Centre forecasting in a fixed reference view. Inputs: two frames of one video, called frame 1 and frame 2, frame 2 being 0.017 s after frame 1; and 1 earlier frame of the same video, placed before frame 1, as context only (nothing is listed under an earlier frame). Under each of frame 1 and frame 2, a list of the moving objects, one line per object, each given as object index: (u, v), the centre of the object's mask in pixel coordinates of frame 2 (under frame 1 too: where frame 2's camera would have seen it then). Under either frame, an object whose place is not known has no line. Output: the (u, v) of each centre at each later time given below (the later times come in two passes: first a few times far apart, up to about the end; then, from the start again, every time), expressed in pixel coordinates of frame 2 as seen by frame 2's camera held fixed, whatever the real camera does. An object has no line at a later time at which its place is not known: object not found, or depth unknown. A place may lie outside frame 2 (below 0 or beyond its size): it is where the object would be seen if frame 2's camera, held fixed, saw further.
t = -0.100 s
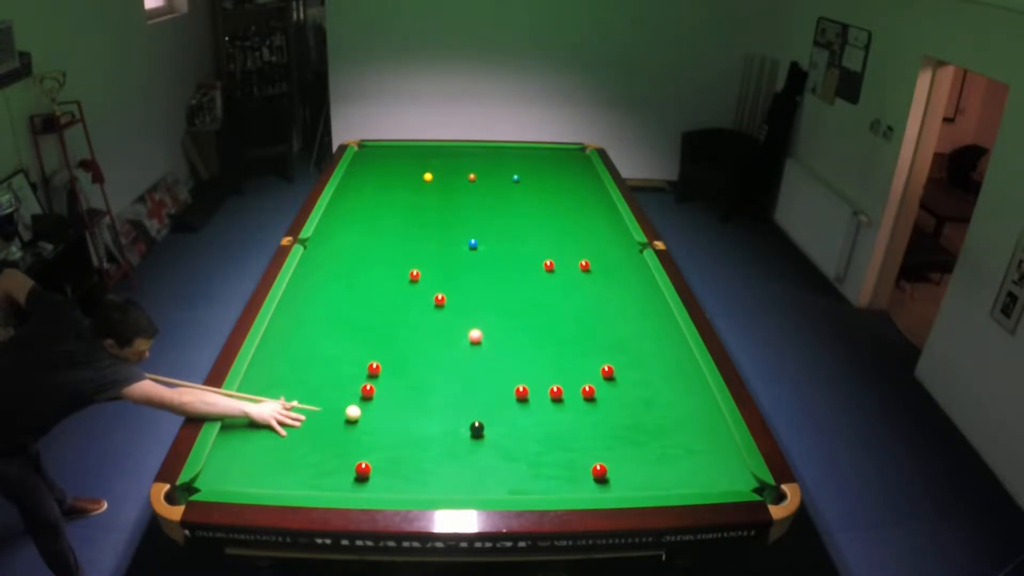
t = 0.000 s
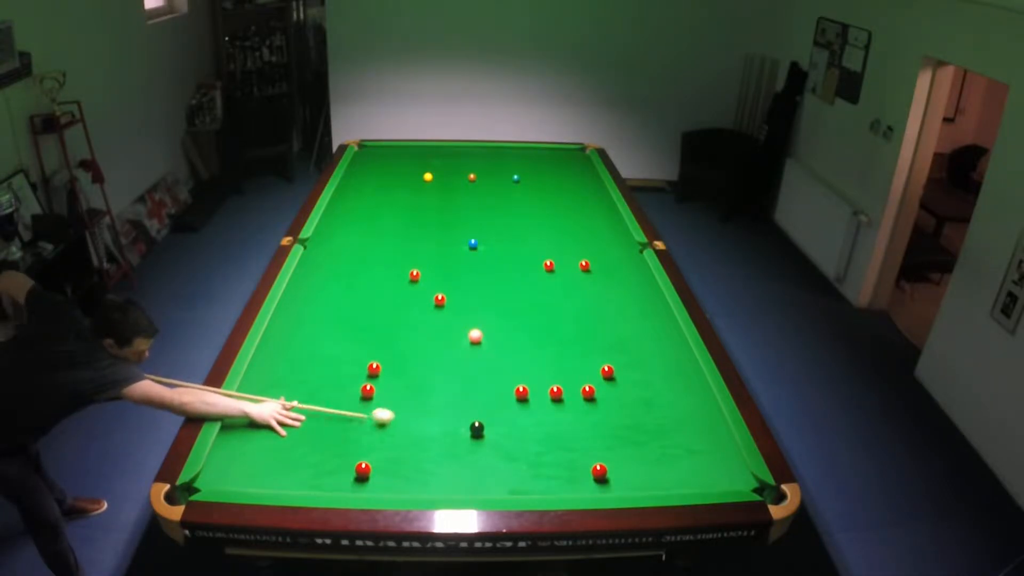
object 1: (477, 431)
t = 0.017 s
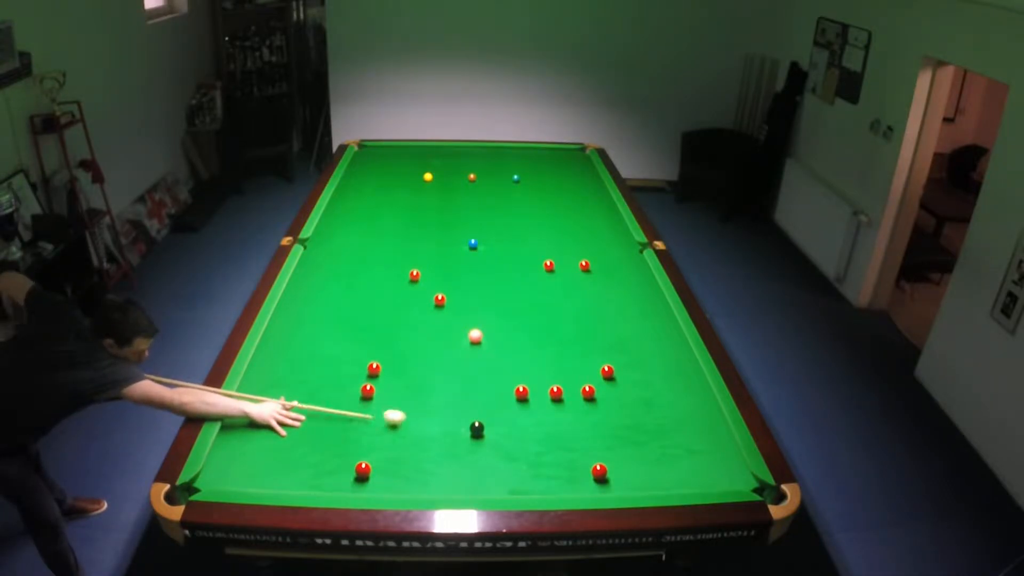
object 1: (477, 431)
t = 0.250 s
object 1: (543, 446)
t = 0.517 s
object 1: (657, 471)
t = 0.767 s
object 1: (758, 489)
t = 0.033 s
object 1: (477, 431)
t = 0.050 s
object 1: (477, 430)
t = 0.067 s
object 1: (477, 430)
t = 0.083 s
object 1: (477, 430)
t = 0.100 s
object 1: (477, 430)
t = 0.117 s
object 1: (477, 430)
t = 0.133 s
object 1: (484, 431)
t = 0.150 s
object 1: (493, 434)
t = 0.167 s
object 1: (502, 436)
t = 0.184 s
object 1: (511, 438)
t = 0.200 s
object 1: (519, 440)
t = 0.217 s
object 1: (527, 442)
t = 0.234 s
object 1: (534, 444)
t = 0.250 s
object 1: (543, 446)
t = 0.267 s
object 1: (550, 447)
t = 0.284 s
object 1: (557, 449)
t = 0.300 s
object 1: (564, 451)
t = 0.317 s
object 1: (571, 452)
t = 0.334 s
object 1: (578, 454)
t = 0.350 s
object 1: (585, 455)
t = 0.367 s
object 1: (592, 456)
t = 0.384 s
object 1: (599, 456)
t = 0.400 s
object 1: (607, 458)
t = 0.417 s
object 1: (614, 461)
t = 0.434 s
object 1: (621, 463)
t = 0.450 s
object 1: (629, 465)
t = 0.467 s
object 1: (635, 466)
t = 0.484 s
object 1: (643, 468)
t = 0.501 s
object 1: (650, 469)
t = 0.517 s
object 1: (657, 471)
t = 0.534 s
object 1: (664, 472)
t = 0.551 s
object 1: (672, 474)
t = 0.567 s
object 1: (679, 475)
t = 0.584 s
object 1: (685, 477)
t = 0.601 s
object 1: (693, 478)
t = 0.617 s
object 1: (700, 480)
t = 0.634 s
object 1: (707, 480)
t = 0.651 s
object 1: (713, 481)
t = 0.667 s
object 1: (720, 481)
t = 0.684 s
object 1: (726, 482)
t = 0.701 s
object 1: (733, 483)
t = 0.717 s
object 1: (740, 484)
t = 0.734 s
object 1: (747, 485)
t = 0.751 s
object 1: (754, 487)
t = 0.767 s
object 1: (758, 489)
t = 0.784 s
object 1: (761, 492)
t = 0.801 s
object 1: (769, 494)
